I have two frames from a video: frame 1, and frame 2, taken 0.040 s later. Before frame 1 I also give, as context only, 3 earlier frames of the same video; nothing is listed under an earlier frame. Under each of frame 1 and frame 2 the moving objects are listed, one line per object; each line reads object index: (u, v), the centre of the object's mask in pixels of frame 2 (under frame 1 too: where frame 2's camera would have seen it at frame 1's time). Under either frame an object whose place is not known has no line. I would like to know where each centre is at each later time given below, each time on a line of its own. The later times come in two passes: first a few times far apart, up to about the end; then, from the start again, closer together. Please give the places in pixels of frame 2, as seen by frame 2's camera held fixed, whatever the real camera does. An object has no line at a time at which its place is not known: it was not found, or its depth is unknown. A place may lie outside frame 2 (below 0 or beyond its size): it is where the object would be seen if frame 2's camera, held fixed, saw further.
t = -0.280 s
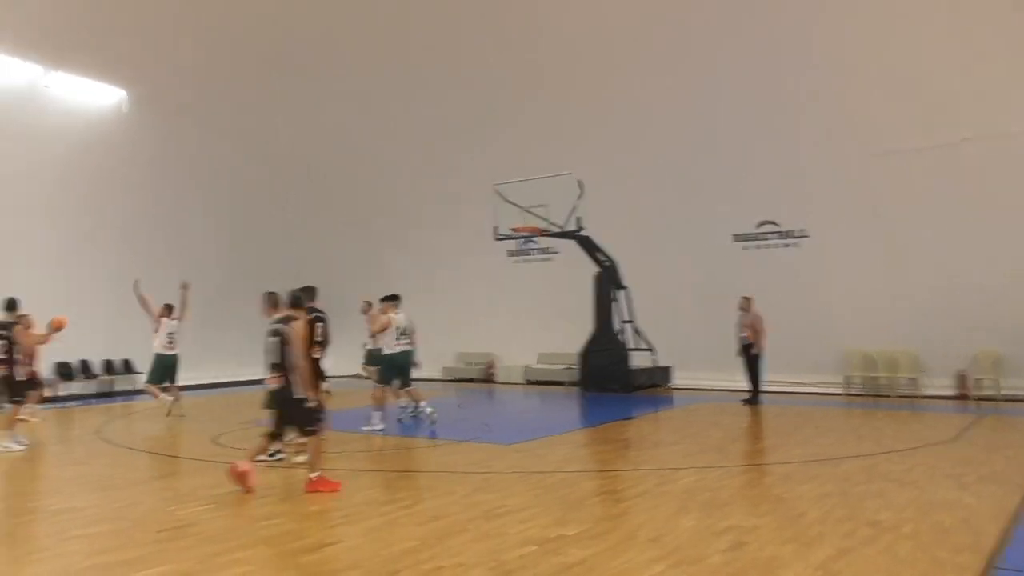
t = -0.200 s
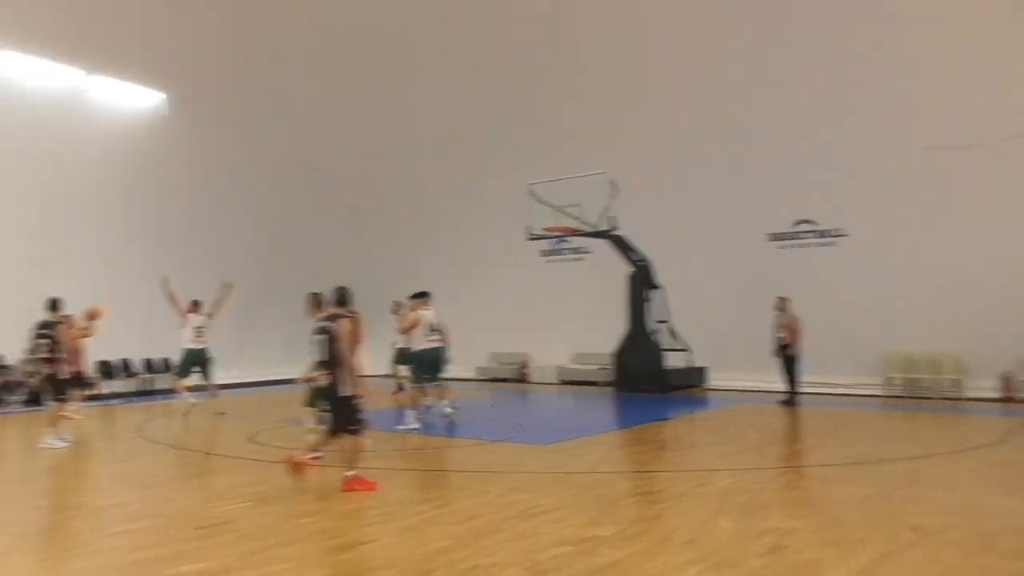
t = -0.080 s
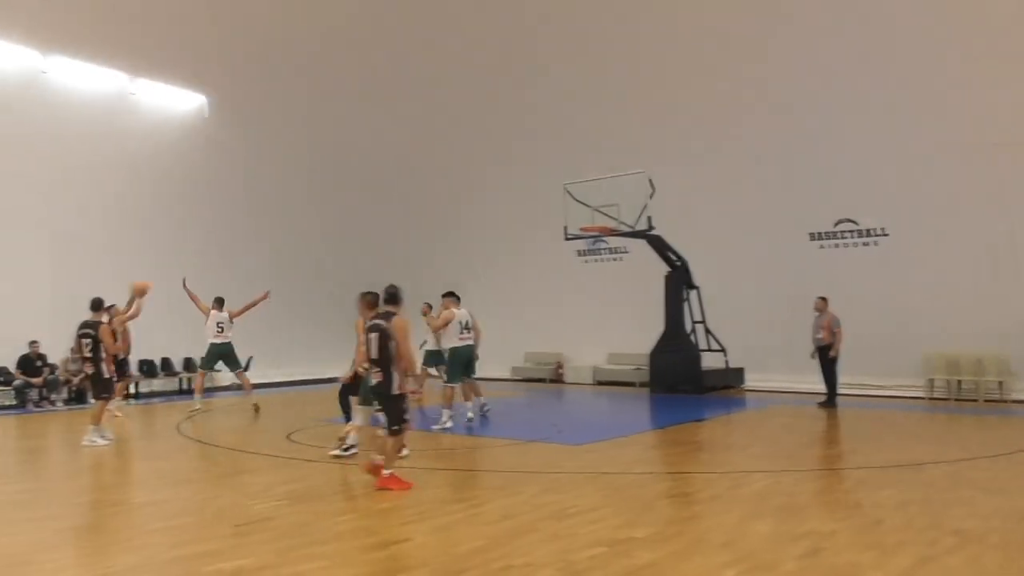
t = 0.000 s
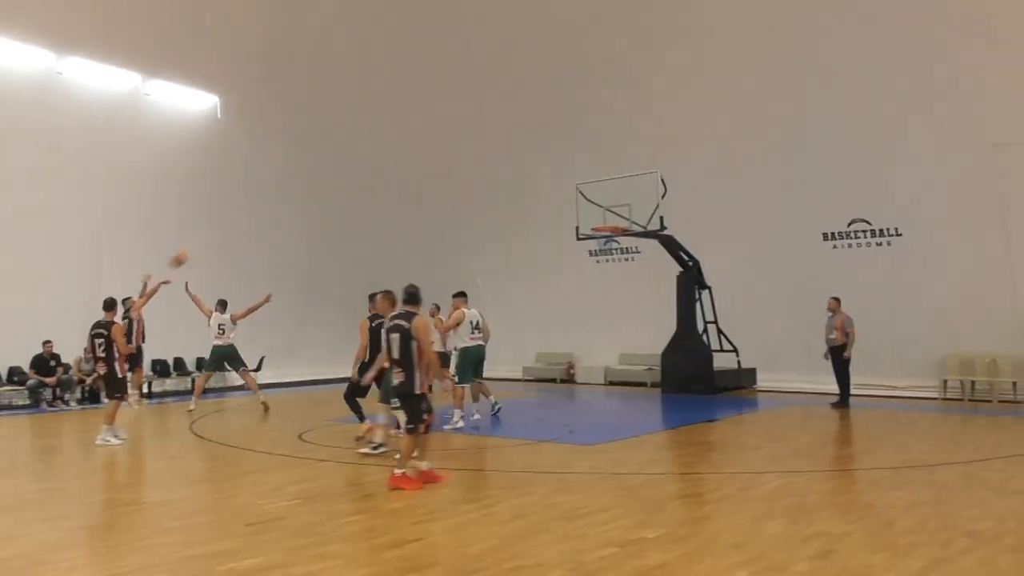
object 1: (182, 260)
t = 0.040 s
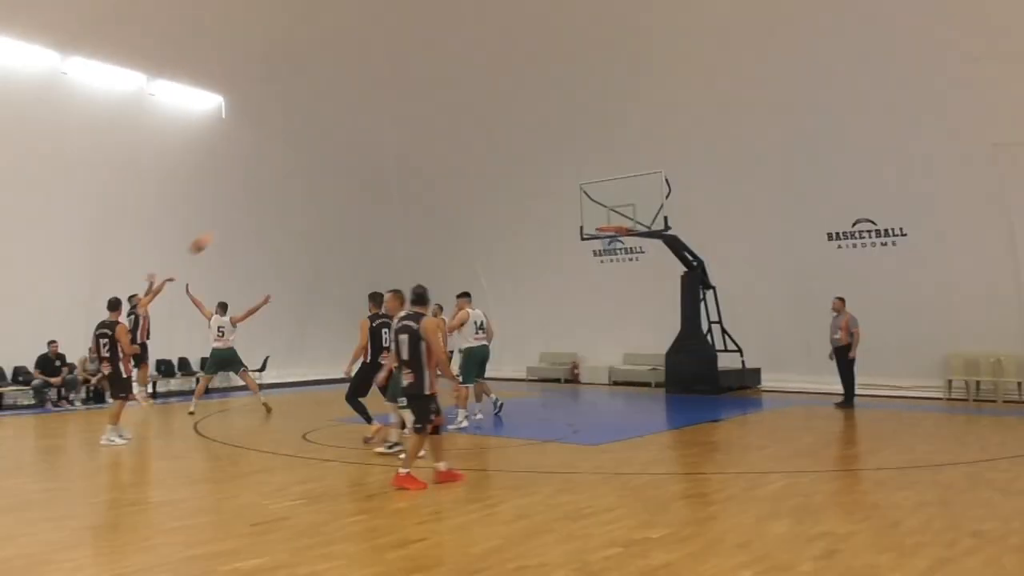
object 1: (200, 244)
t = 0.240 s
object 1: (275, 188)
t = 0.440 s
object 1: (347, 154)
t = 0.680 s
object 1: (432, 143)
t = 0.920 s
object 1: (513, 162)
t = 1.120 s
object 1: (582, 202)
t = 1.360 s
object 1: (627, 239)
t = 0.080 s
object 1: (214, 232)
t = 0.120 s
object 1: (230, 219)
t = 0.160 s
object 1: (245, 207)
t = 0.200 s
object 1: (260, 197)
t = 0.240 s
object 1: (275, 188)
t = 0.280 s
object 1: (289, 180)
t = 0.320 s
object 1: (304, 172)
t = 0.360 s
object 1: (319, 165)
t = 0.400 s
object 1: (332, 160)
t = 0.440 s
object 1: (347, 154)
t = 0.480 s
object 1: (362, 151)
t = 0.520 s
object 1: (377, 147)
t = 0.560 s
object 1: (390, 145)
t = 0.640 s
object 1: (418, 143)
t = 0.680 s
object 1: (432, 143)
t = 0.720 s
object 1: (446, 144)
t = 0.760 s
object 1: (460, 146)
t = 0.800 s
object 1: (473, 148)
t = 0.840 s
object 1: (487, 153)
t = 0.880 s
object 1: (500, 157)
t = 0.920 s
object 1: (513, 162)
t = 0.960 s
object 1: (527, 169)
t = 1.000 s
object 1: (542, 176)
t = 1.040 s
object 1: (555, 184)
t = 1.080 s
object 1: (569, 192)
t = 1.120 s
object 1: (582, 202)
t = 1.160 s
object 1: (596, 213)
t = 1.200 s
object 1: (608, 222)
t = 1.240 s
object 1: (623, 233)
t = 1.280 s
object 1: (626, 238)
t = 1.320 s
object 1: (627, 238)
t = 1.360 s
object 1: (627, 239)
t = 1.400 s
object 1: (629, 241)
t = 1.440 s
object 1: (630, 245)
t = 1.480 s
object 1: (632, 251)
